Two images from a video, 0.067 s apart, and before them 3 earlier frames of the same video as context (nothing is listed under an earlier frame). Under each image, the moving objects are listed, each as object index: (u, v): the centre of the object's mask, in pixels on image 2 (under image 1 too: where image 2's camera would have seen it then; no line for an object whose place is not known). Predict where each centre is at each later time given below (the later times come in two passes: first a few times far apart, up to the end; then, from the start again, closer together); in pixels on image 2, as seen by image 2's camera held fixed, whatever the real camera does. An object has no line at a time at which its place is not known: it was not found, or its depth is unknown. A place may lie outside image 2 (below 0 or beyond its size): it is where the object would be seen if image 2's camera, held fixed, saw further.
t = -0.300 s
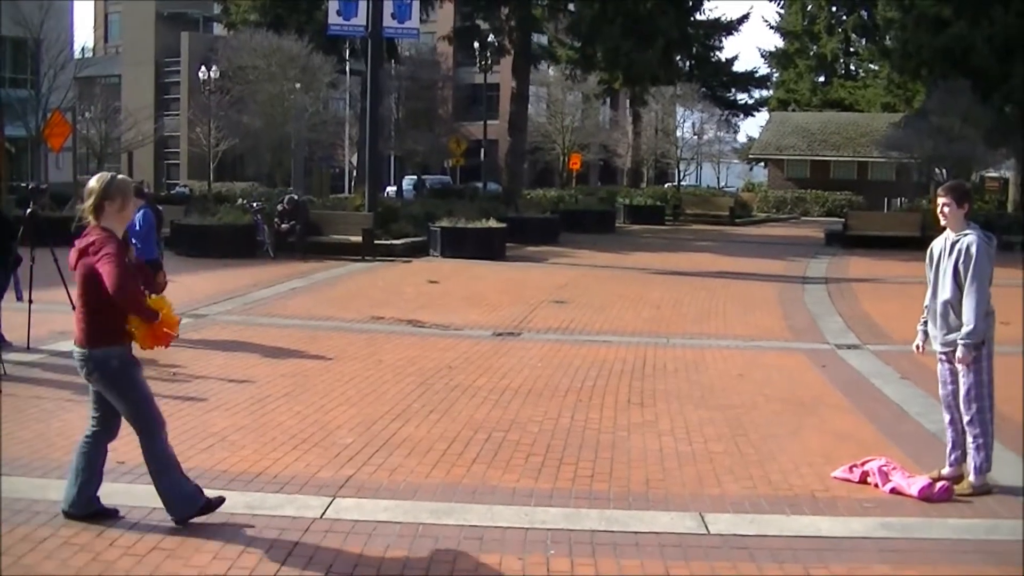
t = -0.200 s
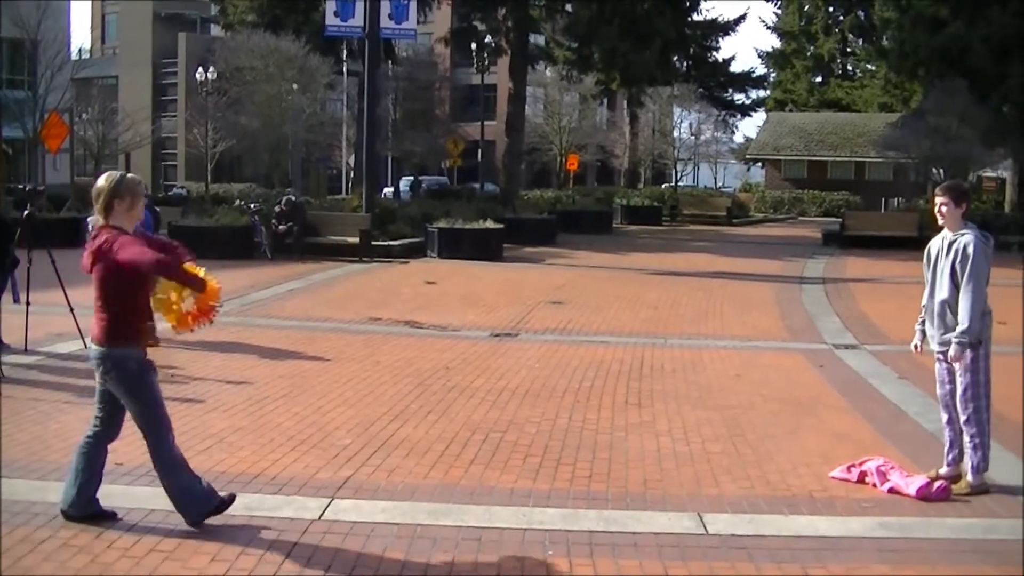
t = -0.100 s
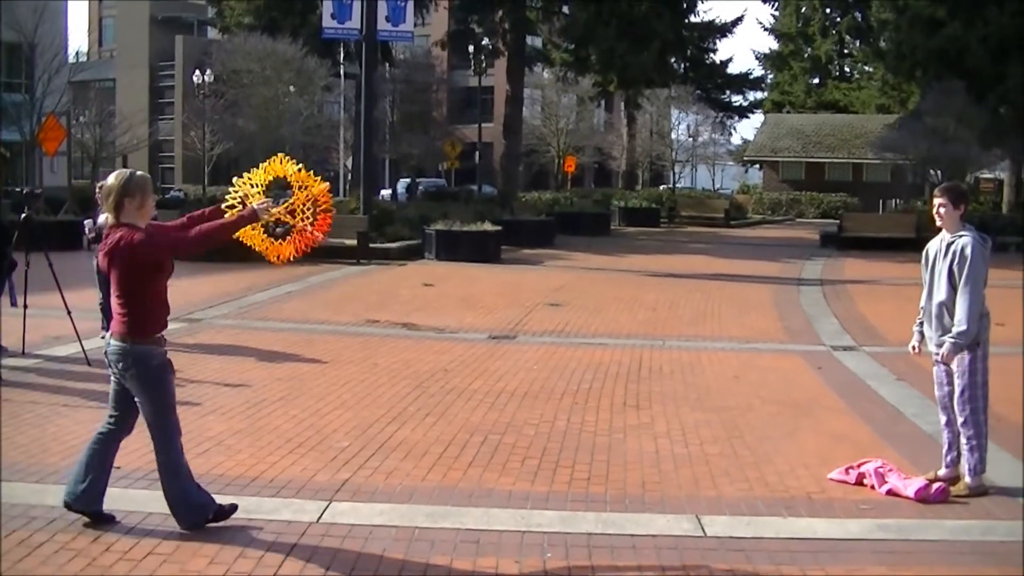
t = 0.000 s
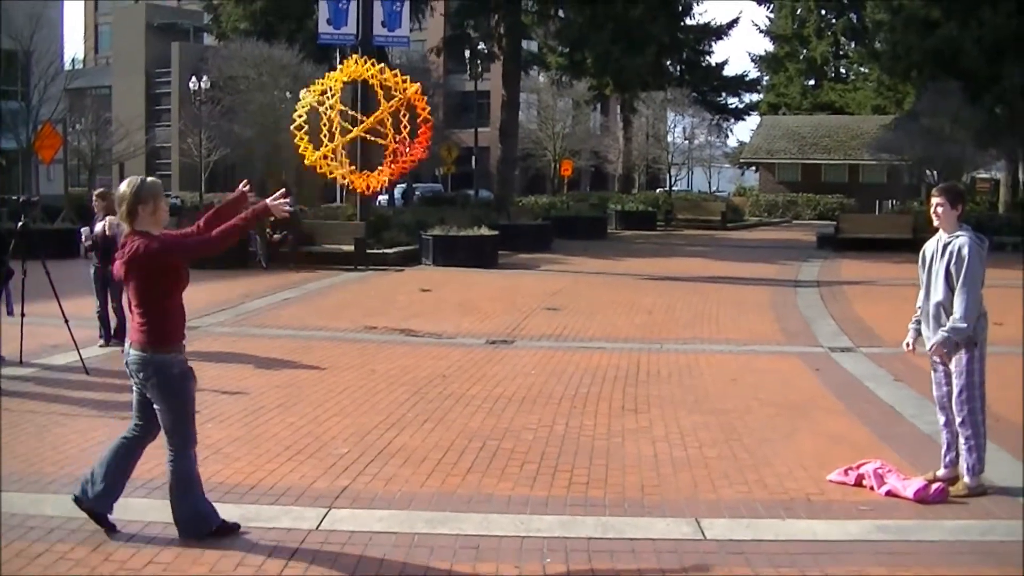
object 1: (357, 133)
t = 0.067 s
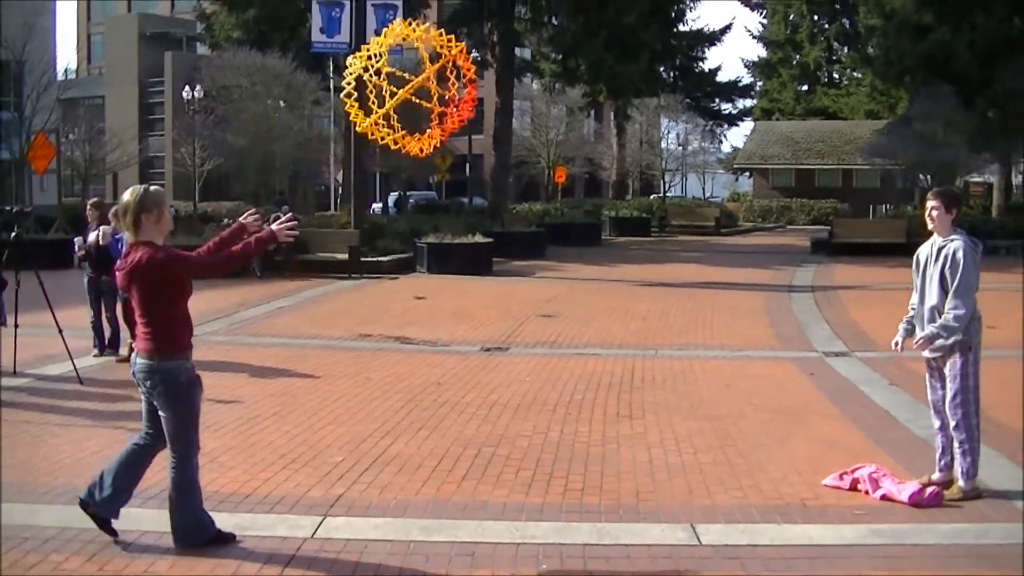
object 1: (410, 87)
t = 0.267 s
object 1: (556, 34)
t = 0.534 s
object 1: (728, 55)
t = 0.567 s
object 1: (748, 68)
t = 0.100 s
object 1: (436, 69)
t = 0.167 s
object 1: (485, 48)
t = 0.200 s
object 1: (509, 42)
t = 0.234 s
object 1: (533, 37)
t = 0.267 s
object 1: (556, 34)
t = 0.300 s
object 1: (580, 32)
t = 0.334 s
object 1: (602, 31)
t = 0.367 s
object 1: (623, 31)
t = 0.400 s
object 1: (645, 33)
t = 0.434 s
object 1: (667, 36)
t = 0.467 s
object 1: (689, 40)
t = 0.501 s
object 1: (709, 47)
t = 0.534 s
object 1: (728, 55)
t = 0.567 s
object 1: (748, 68)
